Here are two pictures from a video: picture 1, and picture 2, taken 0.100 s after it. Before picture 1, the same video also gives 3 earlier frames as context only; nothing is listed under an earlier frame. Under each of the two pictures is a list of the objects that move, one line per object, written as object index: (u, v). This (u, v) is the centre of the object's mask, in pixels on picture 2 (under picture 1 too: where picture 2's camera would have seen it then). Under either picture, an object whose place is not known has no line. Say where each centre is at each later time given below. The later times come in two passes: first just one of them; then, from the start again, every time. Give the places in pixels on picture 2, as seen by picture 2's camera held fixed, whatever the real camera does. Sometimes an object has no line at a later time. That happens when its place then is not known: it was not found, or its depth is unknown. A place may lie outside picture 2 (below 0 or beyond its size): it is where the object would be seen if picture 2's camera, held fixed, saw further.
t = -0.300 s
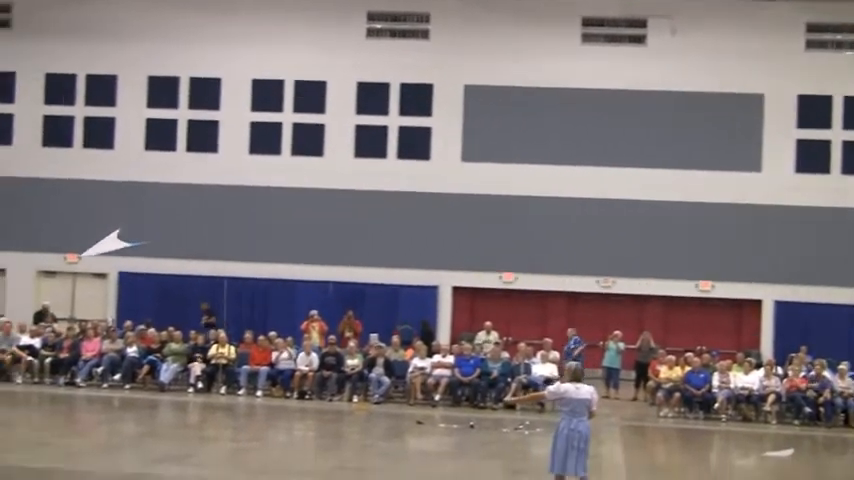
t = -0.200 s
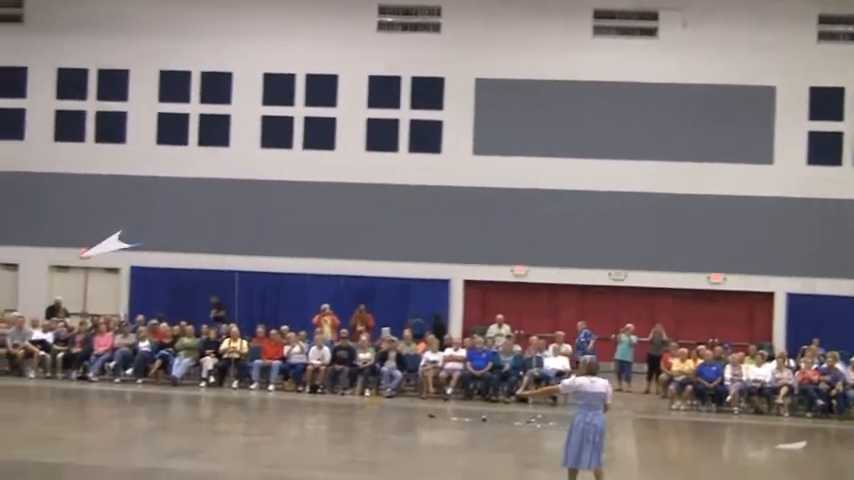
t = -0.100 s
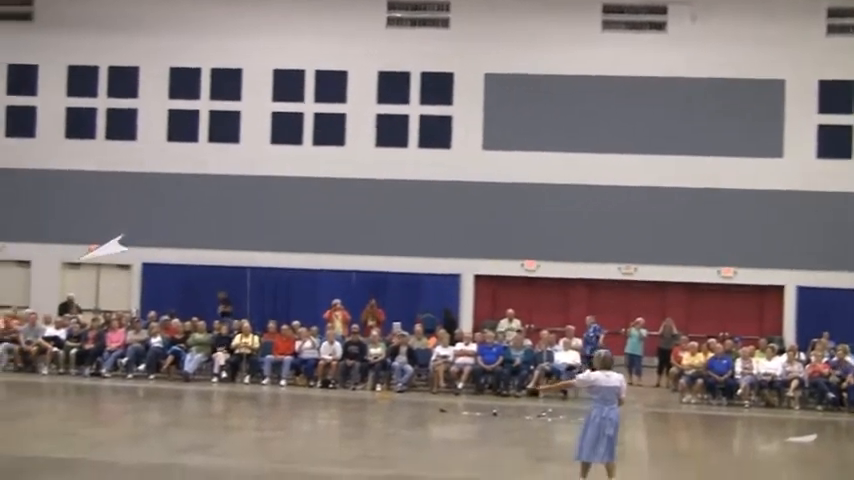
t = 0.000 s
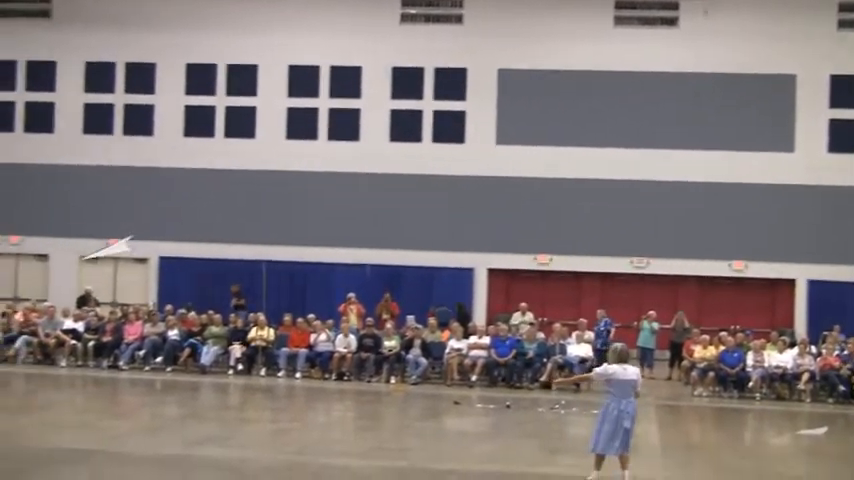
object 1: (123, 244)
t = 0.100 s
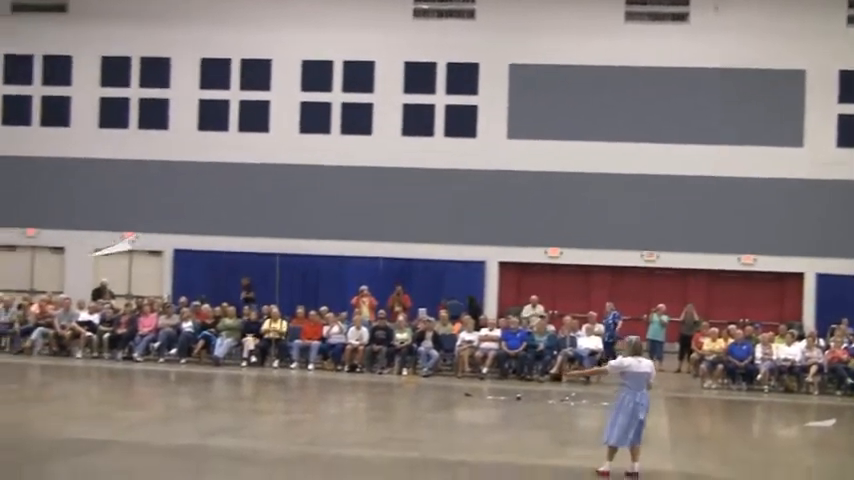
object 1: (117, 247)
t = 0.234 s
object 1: (101, 253)
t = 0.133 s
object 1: (111, 250)
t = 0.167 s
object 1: (107, 251)
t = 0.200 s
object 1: (103, 253)
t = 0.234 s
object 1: (101, 253)
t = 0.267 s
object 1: (96, 255)
